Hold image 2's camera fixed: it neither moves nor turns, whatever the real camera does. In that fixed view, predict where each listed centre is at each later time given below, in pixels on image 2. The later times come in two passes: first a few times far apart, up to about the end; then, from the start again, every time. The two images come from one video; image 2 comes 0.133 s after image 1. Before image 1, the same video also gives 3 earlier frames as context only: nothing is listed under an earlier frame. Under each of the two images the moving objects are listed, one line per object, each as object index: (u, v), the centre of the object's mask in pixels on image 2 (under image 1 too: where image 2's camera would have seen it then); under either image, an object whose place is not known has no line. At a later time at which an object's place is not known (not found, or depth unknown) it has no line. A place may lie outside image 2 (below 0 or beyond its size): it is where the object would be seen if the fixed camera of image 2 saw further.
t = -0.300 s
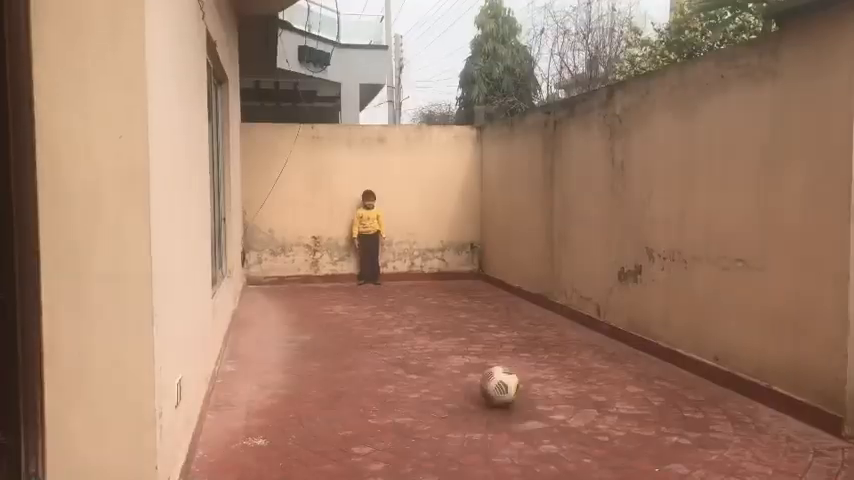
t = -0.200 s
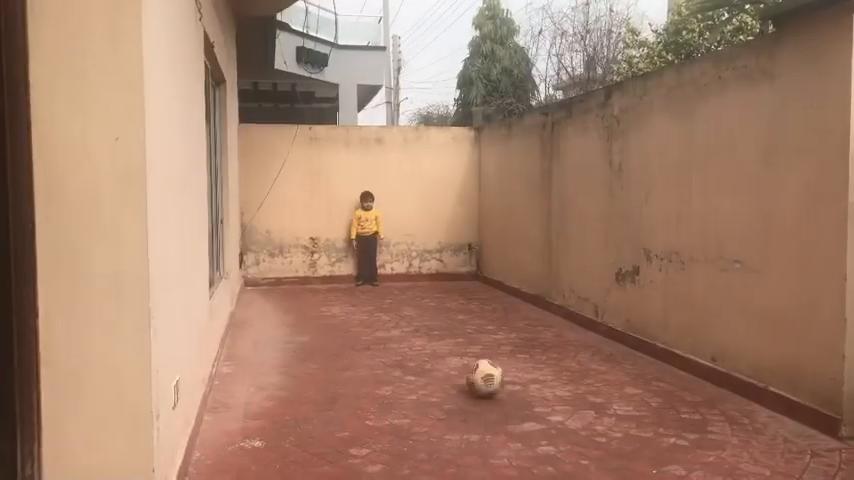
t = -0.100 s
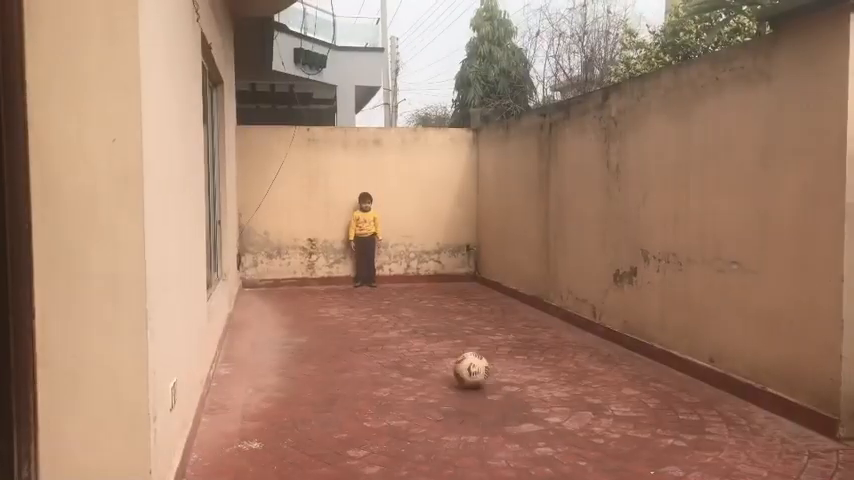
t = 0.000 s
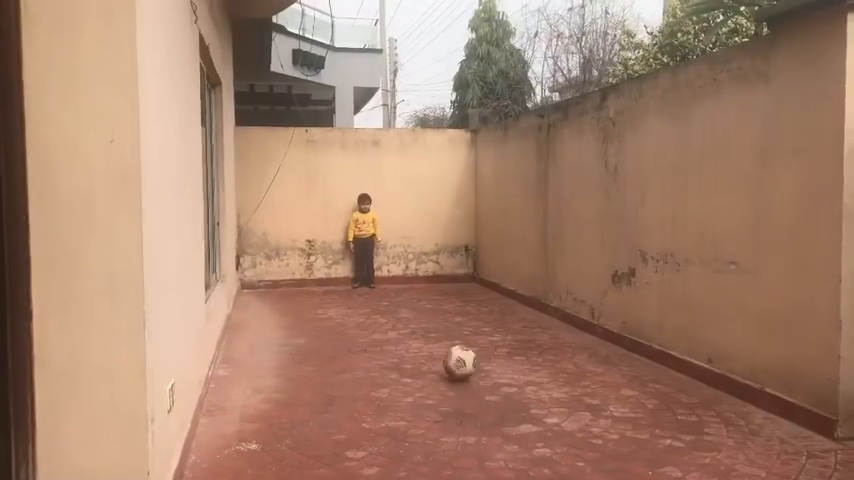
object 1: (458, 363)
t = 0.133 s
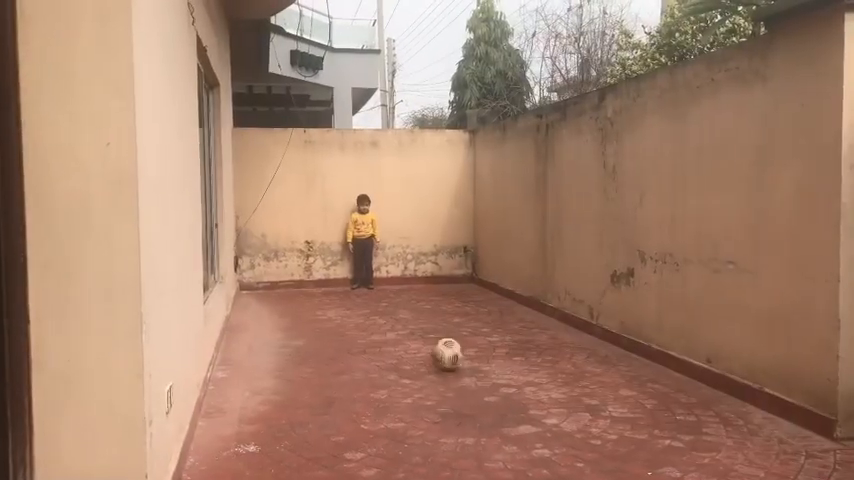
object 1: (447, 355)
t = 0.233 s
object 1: (439, 347)
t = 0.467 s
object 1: (425, 334)
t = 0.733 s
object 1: (412, 322)
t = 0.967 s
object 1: (404, 313)
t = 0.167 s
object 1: (444, 352)
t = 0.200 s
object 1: (441, 350)
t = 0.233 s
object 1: (439, 347)
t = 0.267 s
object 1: (437, 346)
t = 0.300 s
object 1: (435, 343)
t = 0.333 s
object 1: (433, 342)
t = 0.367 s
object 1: (431, 340)
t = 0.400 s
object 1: (429, 338)
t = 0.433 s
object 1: (426, 336)
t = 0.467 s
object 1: (425, 334)
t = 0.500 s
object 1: (423, 332)
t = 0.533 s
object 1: (422, 331)
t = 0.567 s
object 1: (420, 329)
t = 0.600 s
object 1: (418, 328)
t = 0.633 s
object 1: (417, 326)
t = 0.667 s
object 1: (415, 325)
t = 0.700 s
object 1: (414, 324)
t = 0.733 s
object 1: (412, 322)
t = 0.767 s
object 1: (411, 320)
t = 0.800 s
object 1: (409, 319)
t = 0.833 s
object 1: (408, 318)
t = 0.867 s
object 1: (407, 316)
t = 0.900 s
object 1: (406, 315)
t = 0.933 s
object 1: (405, 314)
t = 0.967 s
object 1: (404, 313)
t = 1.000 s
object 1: (402, 312)
